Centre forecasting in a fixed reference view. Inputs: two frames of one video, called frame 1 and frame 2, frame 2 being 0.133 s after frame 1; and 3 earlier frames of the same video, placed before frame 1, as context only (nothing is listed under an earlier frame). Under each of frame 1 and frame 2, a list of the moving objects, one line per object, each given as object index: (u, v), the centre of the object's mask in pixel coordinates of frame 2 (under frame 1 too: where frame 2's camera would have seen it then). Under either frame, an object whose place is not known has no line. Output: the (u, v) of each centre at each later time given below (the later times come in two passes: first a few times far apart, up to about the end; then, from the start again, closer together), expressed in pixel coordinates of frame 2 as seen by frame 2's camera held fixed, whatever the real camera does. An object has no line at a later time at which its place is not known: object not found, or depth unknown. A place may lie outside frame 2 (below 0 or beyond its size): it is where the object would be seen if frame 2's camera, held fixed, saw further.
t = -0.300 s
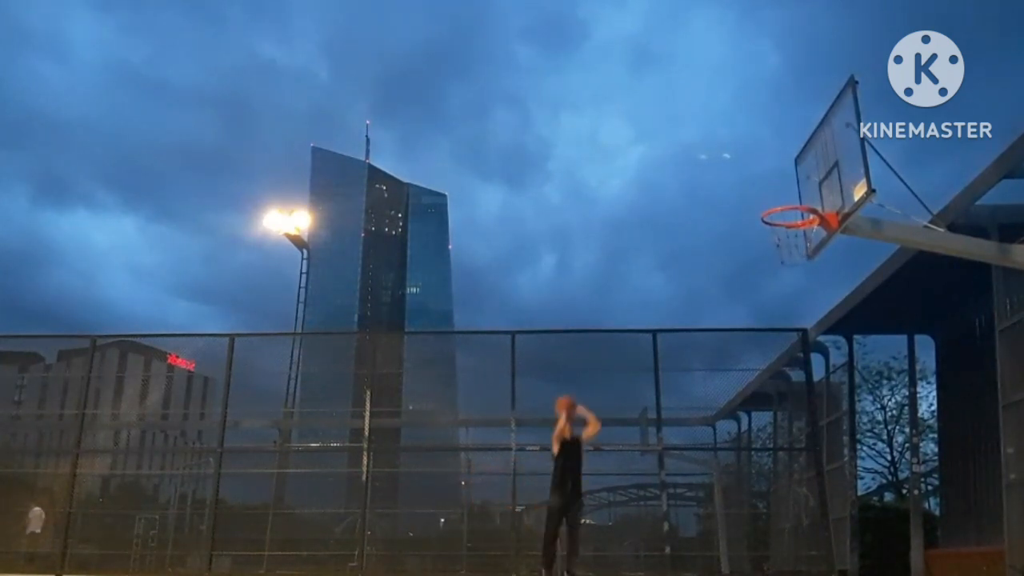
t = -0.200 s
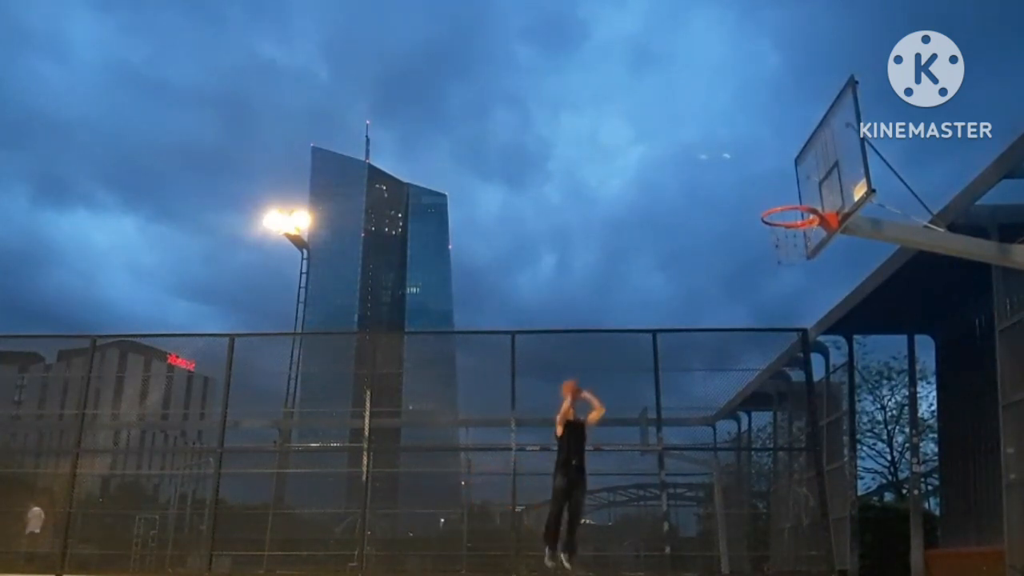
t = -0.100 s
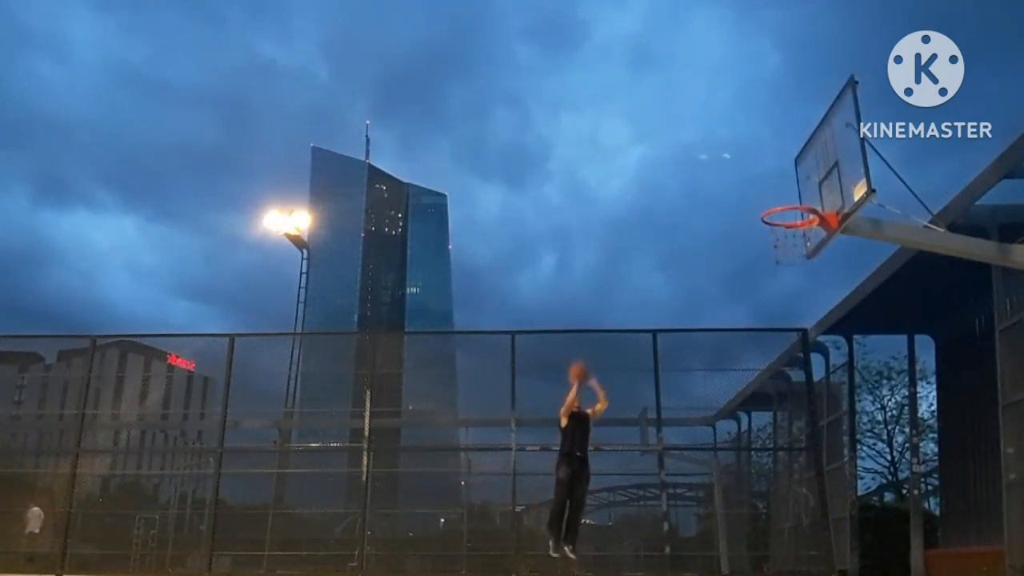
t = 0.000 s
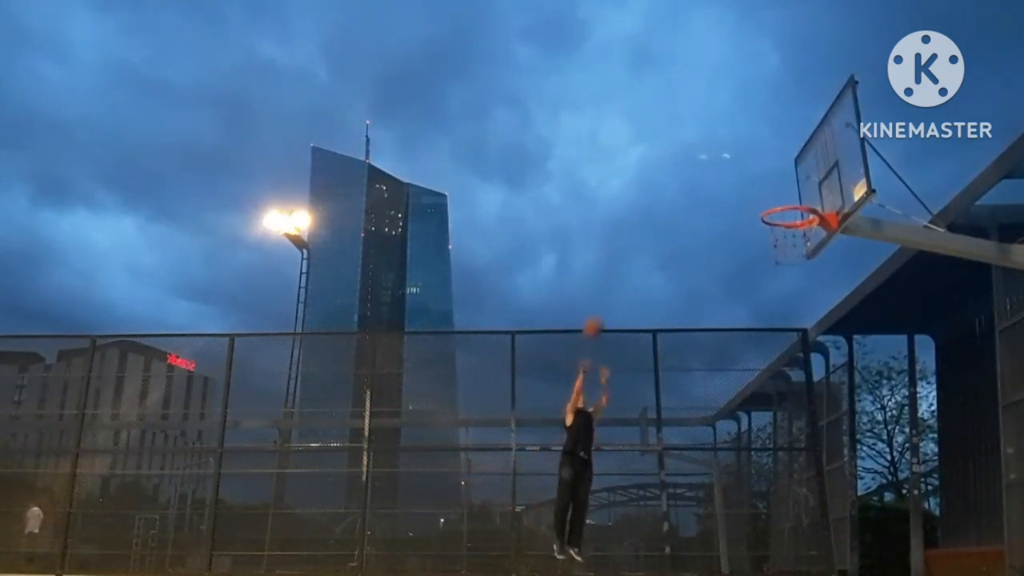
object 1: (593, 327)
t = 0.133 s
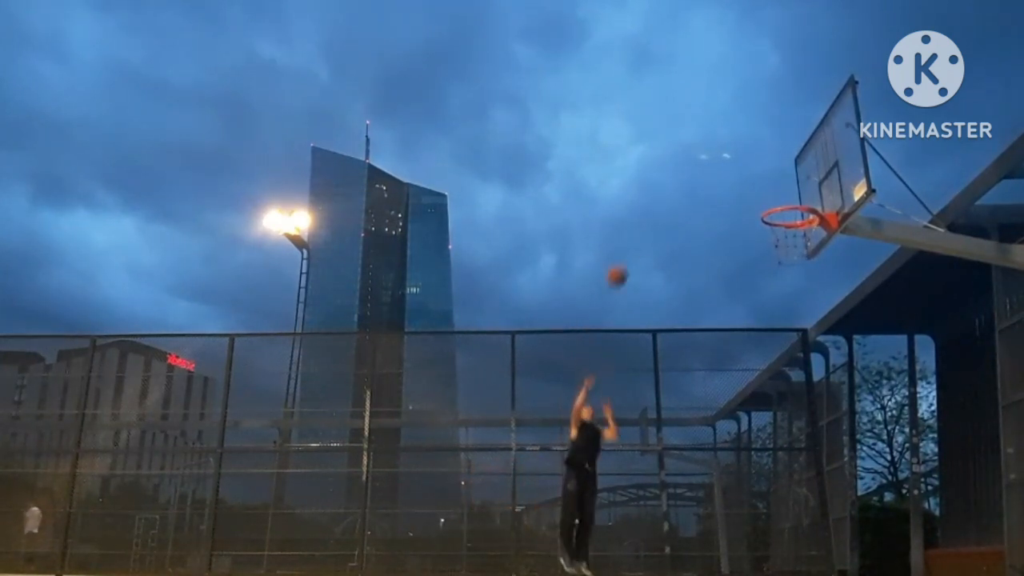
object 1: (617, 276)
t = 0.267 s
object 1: (642, 235)
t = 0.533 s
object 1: (700, 194)
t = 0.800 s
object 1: (781, 214)
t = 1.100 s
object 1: (814, 251)
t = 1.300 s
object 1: (824, 298)
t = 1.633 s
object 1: (857, 485)
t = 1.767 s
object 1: (869, 555)
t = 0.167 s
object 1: (623, 265)
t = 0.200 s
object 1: (629, 254)
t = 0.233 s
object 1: (636, 245)
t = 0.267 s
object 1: (642, 235)
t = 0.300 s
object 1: (648, 228)
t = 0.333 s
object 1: (655, 221)
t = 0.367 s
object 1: (662, 214)
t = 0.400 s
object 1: (670, 208)
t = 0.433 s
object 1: (677, 203)
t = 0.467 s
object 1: (685, 199)
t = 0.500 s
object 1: (692, 196)
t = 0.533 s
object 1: (700, 194)
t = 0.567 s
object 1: (709, 192)
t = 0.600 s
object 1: (718, 192)
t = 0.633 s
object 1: (727, 193)
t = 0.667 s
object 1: (737, 194)
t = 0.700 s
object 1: (747, 197)
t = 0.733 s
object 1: (757, 201)
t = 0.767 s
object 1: (767, 203)
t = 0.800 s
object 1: (781, 214)
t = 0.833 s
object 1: (791, 222)
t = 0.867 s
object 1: (797, 228)
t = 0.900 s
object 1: (800, 231)
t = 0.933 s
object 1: (803, 233)
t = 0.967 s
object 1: (806, 236)
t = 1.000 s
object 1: (809, 240)
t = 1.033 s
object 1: (811, 244)
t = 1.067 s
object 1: (813, 246)
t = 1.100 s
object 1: (814, 251)
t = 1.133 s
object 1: (816, 256)
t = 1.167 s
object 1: (817, 263)
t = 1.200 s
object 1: (819, 270)
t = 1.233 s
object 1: (821, 279)
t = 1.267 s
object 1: (822, 288)
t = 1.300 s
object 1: (824, 298)
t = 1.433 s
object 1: (835, 356)
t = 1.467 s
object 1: (838, 373)
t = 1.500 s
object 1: (841, 394)
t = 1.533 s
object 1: (844, 415)
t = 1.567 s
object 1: (848, 435)
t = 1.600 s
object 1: (852, 458)
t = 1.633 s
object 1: (857, 485)
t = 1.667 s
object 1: (862, 514)
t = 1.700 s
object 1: (867, 541)
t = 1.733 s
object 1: (872, 562)
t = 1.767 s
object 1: (869, 555)
